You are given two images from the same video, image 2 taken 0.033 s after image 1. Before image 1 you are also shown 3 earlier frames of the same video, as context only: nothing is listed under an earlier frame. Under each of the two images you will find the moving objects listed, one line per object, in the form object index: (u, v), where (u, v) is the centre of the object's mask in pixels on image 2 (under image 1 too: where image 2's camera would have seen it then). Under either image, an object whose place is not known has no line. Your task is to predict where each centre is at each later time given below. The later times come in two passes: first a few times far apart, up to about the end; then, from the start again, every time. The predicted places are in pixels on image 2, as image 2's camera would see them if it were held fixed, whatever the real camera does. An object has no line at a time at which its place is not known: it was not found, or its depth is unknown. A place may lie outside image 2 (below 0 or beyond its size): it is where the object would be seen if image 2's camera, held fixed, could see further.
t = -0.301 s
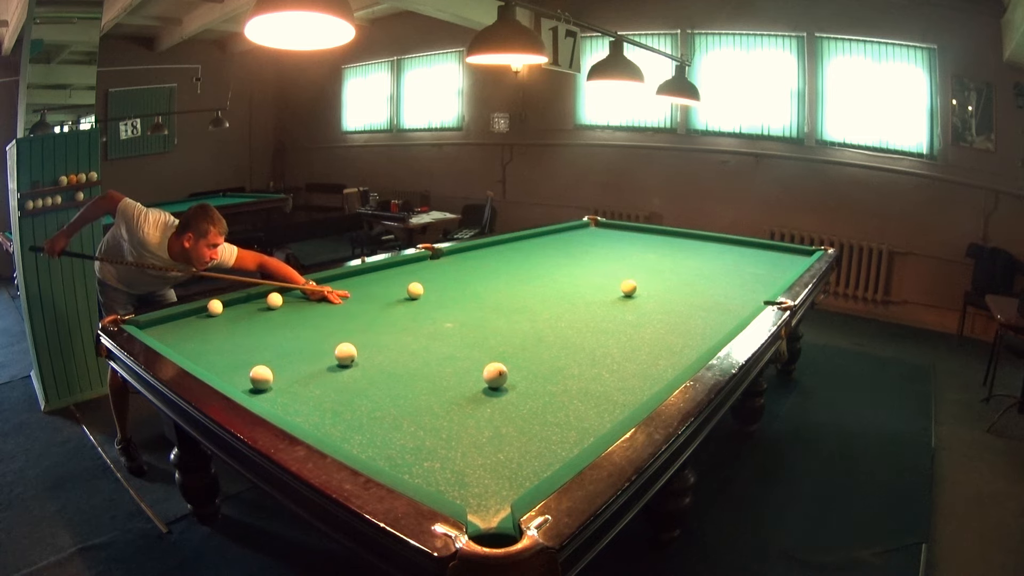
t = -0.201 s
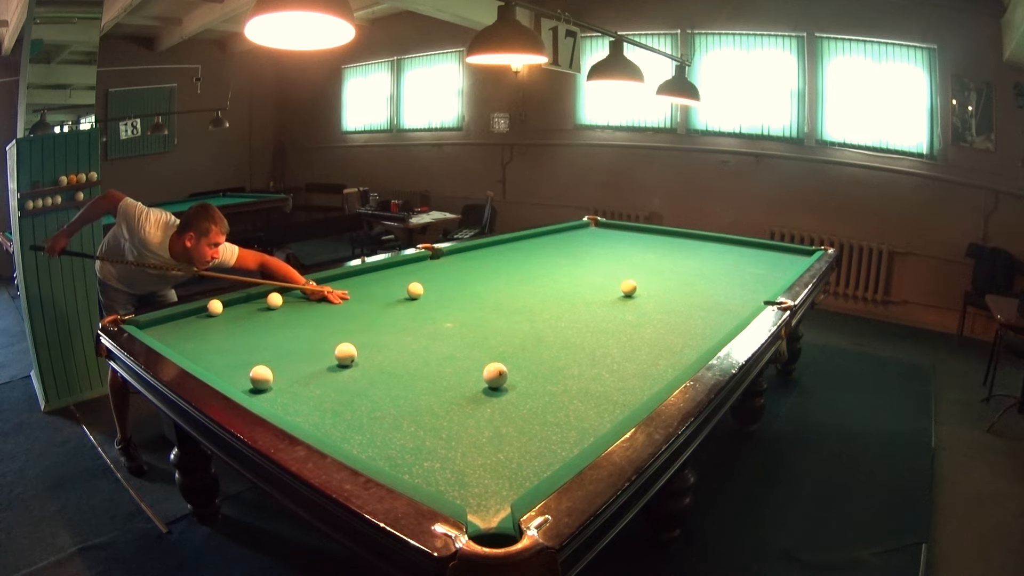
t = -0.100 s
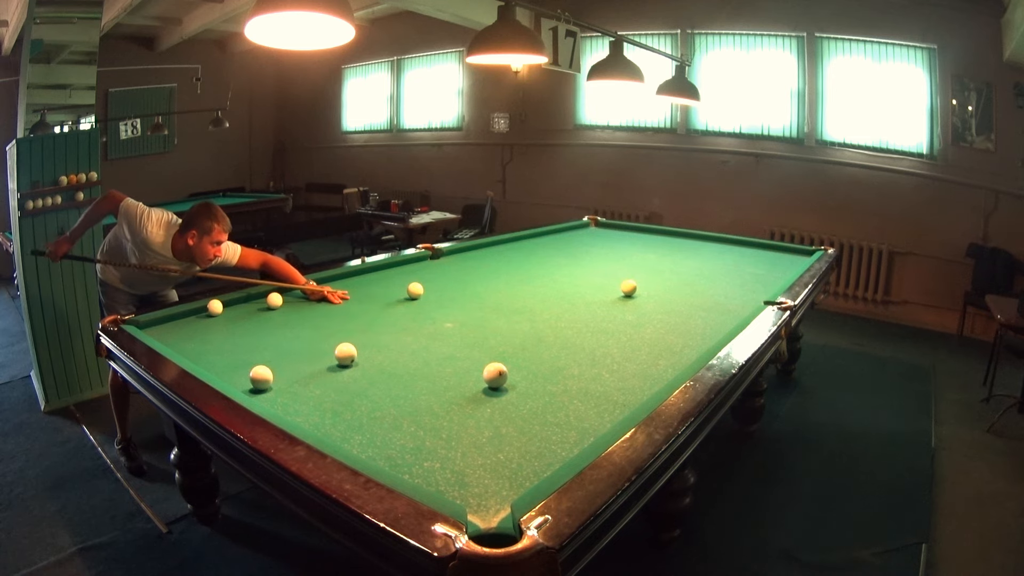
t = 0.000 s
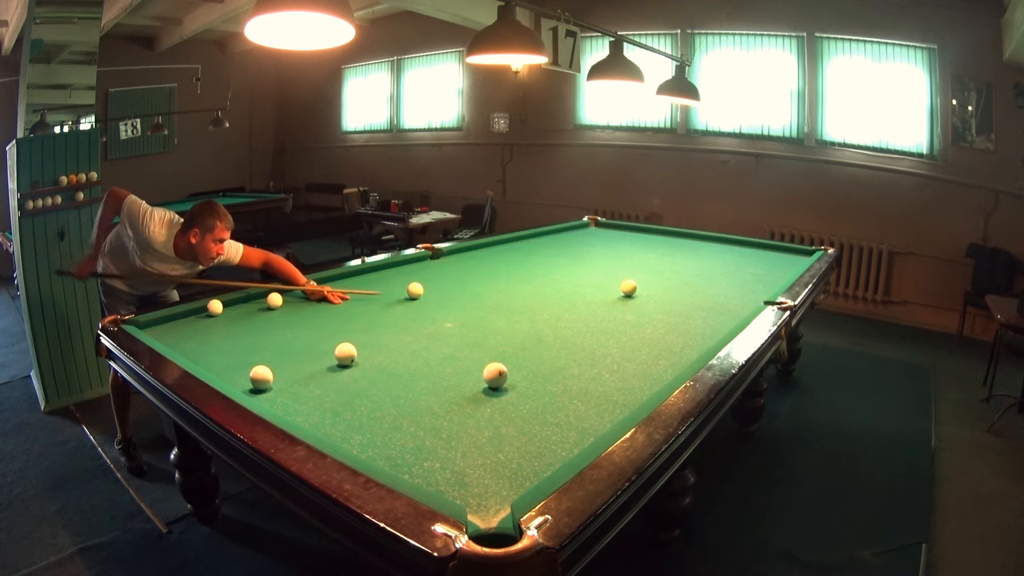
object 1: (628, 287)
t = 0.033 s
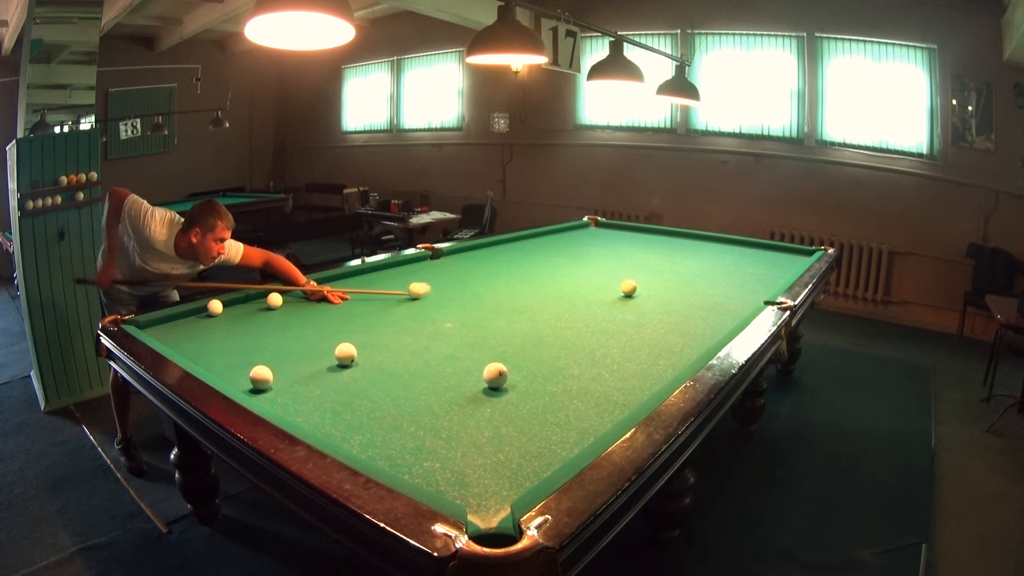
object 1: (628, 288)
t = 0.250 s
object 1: (635, 287)
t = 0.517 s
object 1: (753, 301)
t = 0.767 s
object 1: (756, 286)
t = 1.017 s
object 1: (759, 274)
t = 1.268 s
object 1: (762, 263)
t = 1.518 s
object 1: (763, 255)
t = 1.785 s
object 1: (765, 248)
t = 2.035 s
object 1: (755, 245)
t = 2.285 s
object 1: (731, 245)
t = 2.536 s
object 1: (707, 246)
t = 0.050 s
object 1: (628, 288)
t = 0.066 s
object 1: (628, 288)
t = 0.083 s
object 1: (628, 288)
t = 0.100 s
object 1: (628, 288)
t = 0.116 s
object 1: (628, 287)
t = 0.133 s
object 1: (628, 287)
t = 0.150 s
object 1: (628, 288)
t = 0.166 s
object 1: (628, 287)
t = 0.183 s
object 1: (628, 288)
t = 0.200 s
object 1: (628, 288)
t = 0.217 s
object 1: (628, 288)
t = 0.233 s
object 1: (628, 288)
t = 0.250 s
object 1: (635, 287)
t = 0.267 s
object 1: (645, 289)
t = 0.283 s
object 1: (655, 291)
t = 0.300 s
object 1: (665, 292)
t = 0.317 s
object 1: (675, 293)
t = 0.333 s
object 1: (685, 295)
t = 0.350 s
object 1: (694, 296)
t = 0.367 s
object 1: (704, 298)
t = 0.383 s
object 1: (713, 299)
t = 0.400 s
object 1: (723, 301)
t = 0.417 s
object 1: (732, 302)
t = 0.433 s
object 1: (742, 304)
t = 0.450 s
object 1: (749, 304)
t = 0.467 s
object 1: (753, 303)
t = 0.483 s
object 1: (753, 302)
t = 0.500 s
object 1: (753, 301)
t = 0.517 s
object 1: (753, 301)
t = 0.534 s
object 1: (753, 300)
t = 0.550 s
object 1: (753, 299)
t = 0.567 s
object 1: (754, 298)
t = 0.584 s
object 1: (754, 297)
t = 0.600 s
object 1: (754, 296)
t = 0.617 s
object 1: (754, 295)
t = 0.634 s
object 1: (755, 293)
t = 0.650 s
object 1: (755, 292)
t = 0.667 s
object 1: (755, 292)
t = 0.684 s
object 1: (755, 291)
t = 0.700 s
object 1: (756, 289)
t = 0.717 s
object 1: (756, 289)
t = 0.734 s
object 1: (756, 288)
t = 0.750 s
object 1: (756, 287)
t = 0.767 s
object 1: (756, 286)
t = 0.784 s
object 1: (757, 285)
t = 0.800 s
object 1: (757, 284)
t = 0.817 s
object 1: (757, 283)
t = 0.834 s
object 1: (757, 282)
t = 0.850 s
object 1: (758, 281)
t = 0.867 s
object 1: (758, 281)
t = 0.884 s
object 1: (758, 280)
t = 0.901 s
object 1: (758, 279)
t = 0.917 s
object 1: (758, 278)
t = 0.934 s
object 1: (758, 277)
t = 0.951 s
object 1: (759, 276)
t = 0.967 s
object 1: (759, 276)
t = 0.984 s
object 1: (759, 275)
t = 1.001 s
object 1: (759, 274)
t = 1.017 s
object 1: (759, 274)
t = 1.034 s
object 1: (759, 273)
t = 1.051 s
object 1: (760, 272)
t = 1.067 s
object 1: (760, 271)
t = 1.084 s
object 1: (760, 271)
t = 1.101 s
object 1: (760, 270)
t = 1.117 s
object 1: (760, 269)
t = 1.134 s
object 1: (760, 269)
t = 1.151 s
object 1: (760, 268)
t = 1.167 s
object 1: (761, 267)
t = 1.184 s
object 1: (761, 266)
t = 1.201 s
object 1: (761, 266)
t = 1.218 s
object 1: (761, 265)
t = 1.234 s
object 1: (761, 265)
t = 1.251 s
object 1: (761, 264)
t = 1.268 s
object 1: (762, 263)
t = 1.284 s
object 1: (762, 263)
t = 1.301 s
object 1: (762, 262)
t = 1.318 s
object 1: (762, 262)
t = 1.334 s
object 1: (762, 261)
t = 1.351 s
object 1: (762, 260)
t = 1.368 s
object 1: (762, 260)
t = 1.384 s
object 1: (762, 260)
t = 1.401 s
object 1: (762, 259)
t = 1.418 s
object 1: (762, 259)
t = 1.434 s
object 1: (763, 258)
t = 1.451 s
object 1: (763, 258)
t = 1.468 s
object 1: (763, 257)
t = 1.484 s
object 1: (763, 256)
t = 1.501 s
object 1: (763, 256)
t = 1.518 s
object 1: (763, 255)
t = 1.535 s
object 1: (763, 255)
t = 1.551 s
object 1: (763, 254)
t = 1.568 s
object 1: (763, 254)
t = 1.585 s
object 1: (763, 254)
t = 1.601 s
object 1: (764, 253)
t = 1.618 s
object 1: (764, 253)
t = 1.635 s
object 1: (764, 252)
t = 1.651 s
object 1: (764, 252)
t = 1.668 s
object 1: (764, 251)
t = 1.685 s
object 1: (764, 251)
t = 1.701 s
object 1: (764, 250)
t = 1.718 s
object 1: (764, 250)
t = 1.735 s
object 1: (764, 249)
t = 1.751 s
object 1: (764, 249)
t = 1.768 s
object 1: (764, 248)
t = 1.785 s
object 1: (765, 248)
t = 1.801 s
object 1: (765, 248)
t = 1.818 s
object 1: (765, 247)
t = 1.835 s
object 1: (765, 247)
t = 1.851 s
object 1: (765, 246)
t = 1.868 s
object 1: (765, 246)
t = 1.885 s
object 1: (765, 246)
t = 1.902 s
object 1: (765, 245)
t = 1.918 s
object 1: (765, 245)
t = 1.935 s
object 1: (765, 245)
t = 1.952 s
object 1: (763, 245)
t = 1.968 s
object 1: (762, 245)
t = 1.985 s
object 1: (760, 245)
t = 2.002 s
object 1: (758, 245)
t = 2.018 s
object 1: (757, 245)
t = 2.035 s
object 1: (755, 245)
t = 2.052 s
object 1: (754, 245)
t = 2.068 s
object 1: (752, 245)
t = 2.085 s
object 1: (751, 245)
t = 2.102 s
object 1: (749, 245)
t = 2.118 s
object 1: (748, 245)
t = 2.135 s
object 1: (746, 245)
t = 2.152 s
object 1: (744, 245)
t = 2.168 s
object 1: (743, 245)
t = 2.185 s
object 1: (741, 245)
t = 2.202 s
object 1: (739, 245)
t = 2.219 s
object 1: (738, 245)
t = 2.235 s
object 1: (736, 245)
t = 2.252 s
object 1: (735, 245)
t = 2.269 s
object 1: (733, 245)
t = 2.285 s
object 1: (731, 245)
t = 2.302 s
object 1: (730, 245)
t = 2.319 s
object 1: (728, 245)
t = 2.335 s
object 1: (727, 245)
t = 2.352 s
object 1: (725, 245)
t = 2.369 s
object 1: (723, 245)
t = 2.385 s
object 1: (722, 245)
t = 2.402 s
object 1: (720, 246)
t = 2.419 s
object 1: (718, 245)
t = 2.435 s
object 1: (717, 246)
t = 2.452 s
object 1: (715, 246)
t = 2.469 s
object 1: (713, 246)
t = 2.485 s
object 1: (712, 246)
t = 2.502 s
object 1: (710, 246)
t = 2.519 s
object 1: (708, 246)
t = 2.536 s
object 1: (707, 246)
